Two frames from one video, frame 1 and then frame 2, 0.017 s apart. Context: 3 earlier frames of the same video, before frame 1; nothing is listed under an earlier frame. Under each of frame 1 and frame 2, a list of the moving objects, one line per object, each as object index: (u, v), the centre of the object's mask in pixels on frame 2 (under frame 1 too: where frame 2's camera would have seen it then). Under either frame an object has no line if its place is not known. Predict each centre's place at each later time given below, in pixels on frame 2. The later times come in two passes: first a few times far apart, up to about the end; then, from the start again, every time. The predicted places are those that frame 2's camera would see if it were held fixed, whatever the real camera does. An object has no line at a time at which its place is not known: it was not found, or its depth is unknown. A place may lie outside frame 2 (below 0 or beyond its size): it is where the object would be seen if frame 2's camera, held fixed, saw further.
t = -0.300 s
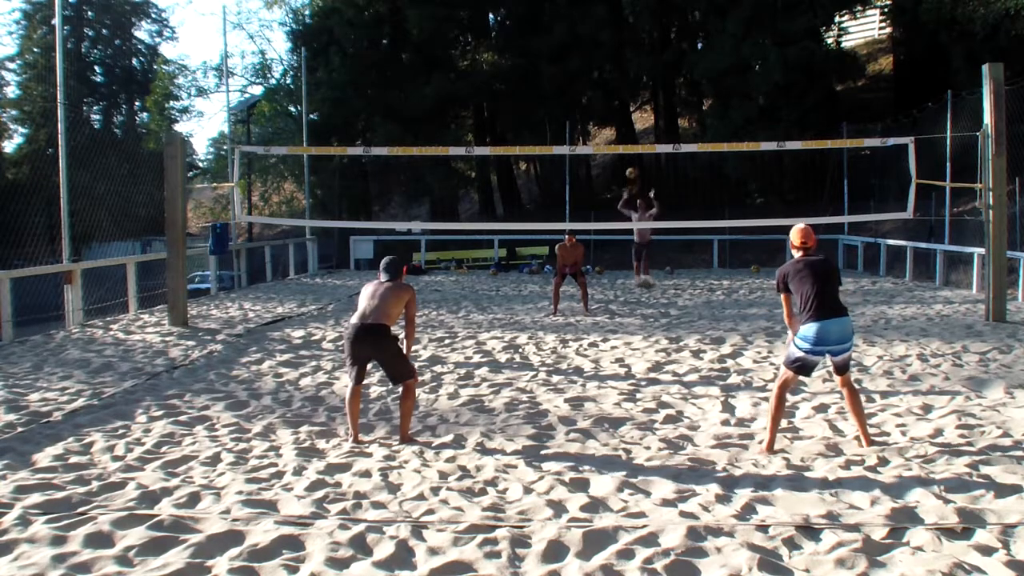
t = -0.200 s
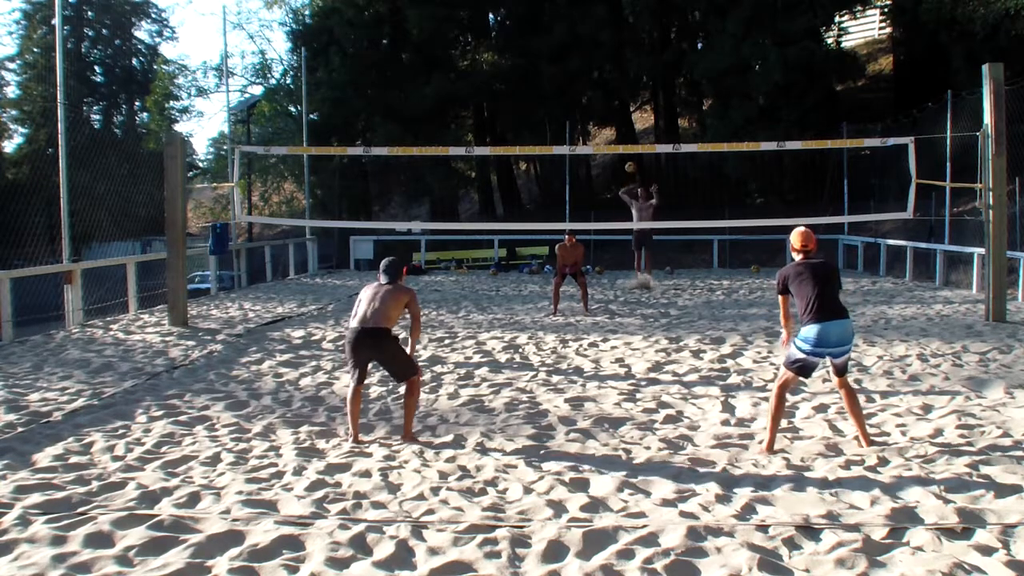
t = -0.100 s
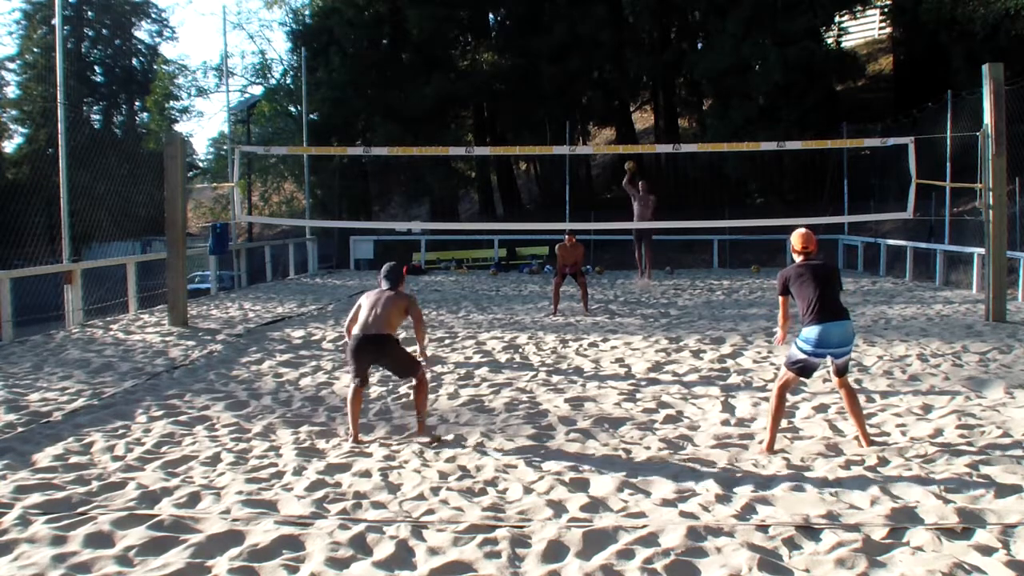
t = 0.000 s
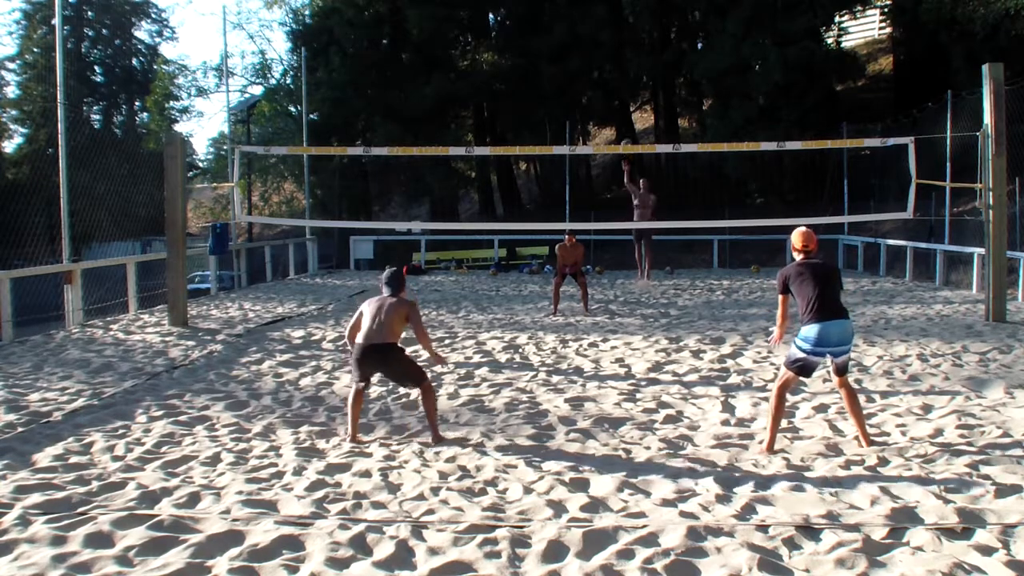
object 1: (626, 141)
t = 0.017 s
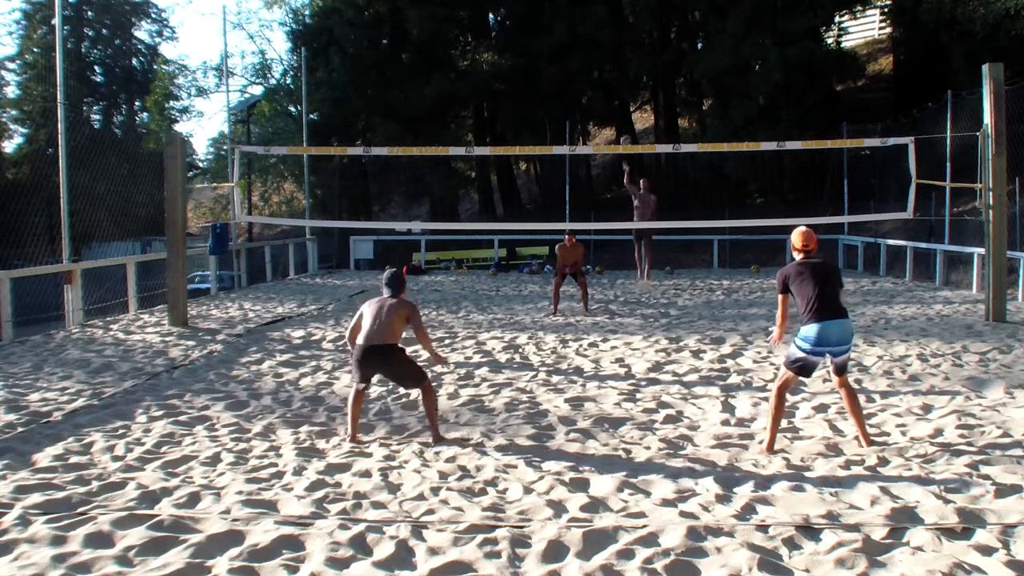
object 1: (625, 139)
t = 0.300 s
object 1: (614, 86)
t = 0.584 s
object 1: (607, 70)
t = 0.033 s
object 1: (625, 136)
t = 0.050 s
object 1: (624, 132)
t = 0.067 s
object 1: (623, 128)
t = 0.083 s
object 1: (623, 125)
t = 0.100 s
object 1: (622, 122)
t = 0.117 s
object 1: (621, 118)
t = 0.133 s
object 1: (620, 115)
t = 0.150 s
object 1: (620, 112)
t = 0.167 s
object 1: (619, 107)
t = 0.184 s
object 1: (618, 104)
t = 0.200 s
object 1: (617, 101)
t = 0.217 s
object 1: (617, 99)
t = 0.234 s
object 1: (616, 95)
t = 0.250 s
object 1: (615, 93)
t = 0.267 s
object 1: (615, 90)
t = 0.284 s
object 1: (614, 88)
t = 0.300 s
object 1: (614, 86)
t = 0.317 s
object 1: (613, 84)
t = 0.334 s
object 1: (613, 82)
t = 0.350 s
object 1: (612, 80)
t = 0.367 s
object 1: (612, 78)
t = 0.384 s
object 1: (611, 76)
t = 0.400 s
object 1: (611, 75)
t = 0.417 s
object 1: (610, 73)
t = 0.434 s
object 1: (610, 72)
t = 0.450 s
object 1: (609, 72)
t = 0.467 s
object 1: (609, 71)
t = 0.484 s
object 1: (609, 70)
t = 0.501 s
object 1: (609, 70)
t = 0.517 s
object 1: (608, 70)
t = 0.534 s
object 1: (608, 69)
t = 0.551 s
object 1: (607, 70)
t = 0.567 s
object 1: (607, 70)
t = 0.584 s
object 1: (607, 70)
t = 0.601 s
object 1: (606, 72)
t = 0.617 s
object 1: (605, 73)
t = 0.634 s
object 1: (605, 75)
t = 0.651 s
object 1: (604, 76)
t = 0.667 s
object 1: (604, 78)
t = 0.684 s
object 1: (604, 81)
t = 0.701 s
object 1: (603, 84)
